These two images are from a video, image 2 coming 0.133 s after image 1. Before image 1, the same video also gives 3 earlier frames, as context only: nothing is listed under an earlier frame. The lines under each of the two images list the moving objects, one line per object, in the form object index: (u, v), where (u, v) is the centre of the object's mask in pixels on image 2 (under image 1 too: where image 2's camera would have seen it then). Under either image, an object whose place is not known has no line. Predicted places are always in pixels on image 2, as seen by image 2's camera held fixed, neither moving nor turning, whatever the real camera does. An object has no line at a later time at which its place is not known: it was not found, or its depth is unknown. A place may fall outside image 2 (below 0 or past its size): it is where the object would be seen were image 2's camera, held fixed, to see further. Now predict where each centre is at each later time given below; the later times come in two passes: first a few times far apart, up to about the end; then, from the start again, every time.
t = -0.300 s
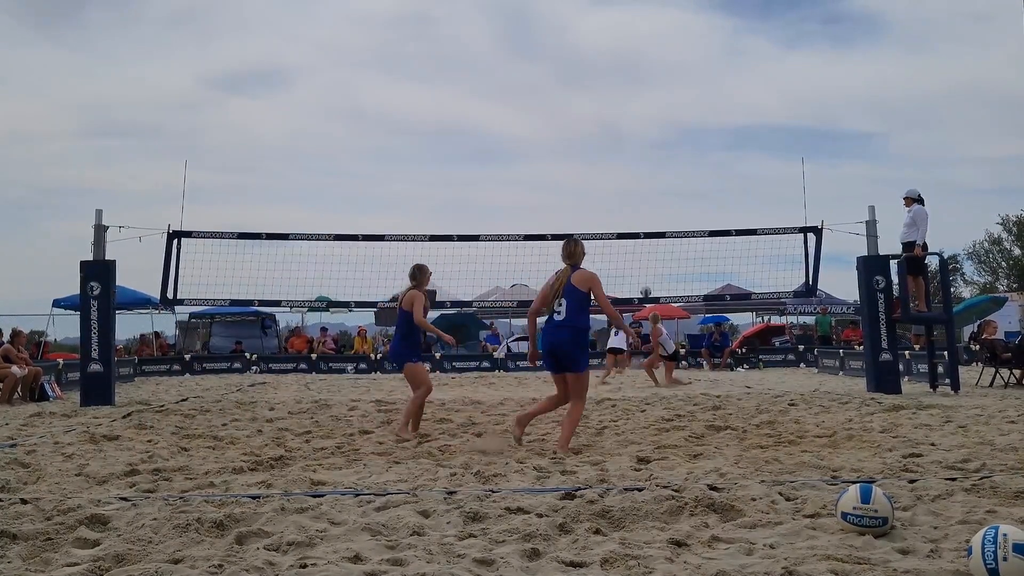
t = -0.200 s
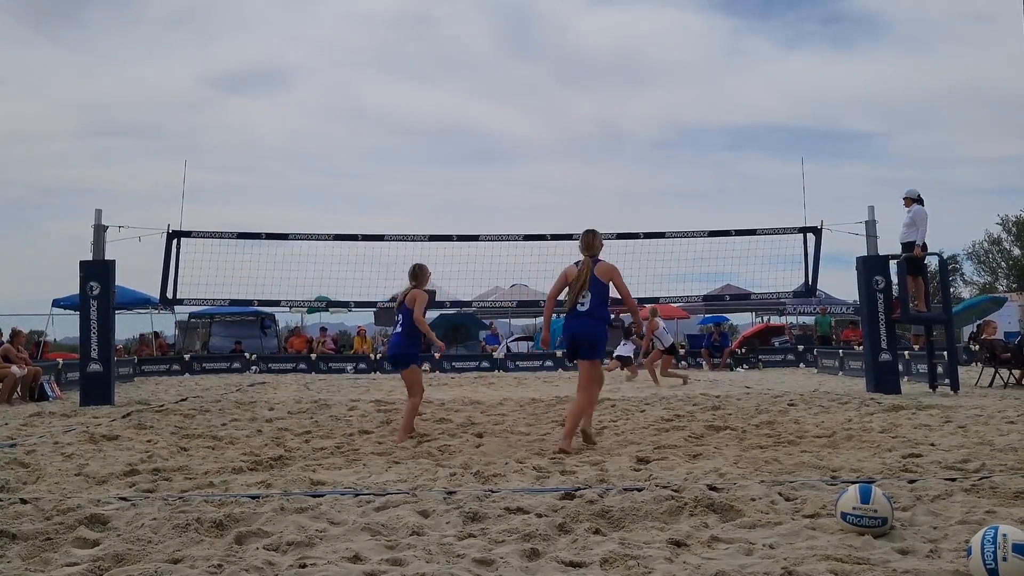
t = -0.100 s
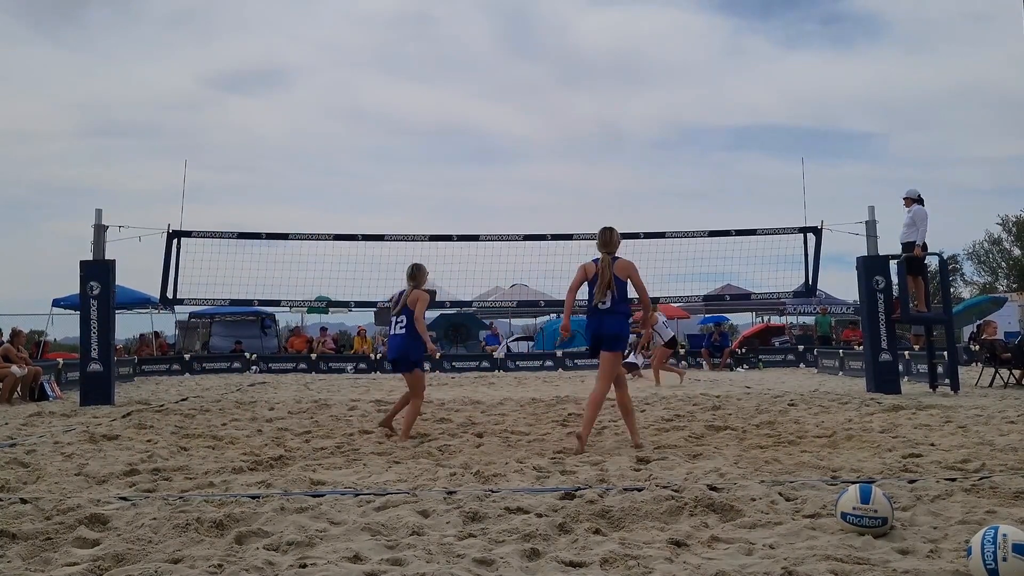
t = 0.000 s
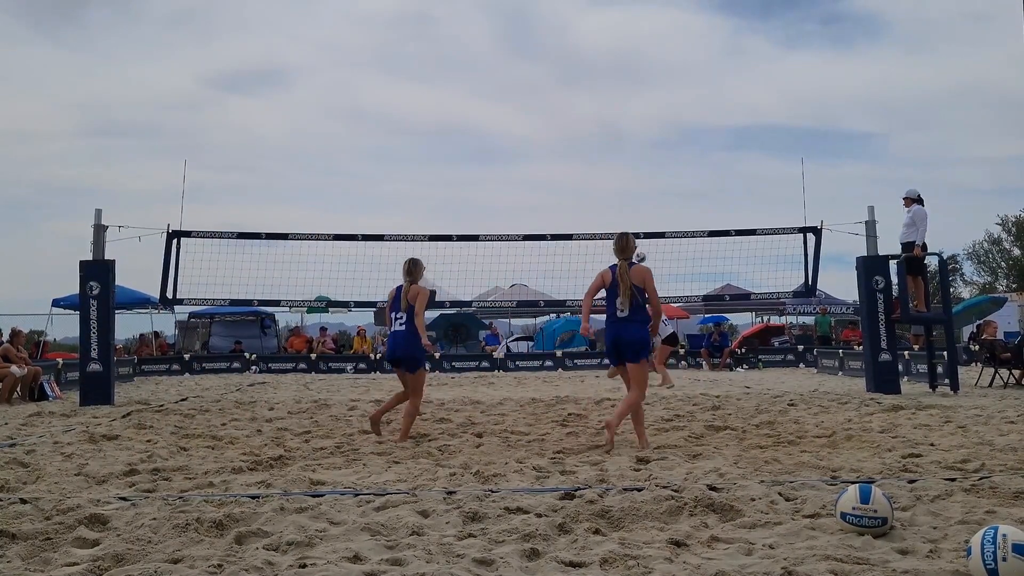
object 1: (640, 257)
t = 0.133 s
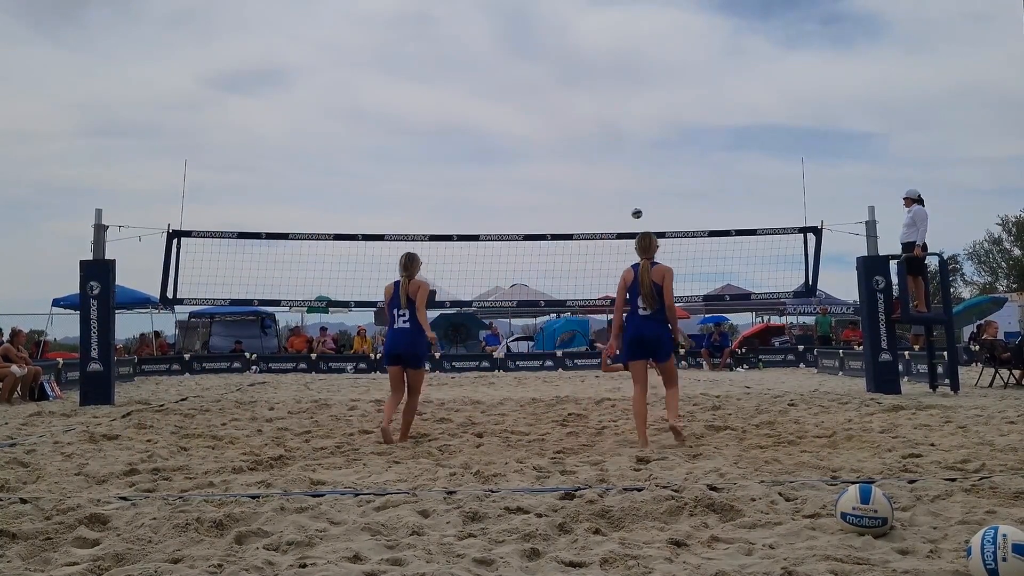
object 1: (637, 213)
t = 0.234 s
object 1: (634, 186)
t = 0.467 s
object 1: (629, 141)
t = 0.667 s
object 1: (626, 124)
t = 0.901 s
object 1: (623, 129)
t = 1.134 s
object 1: (622, 161)
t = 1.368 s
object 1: (621, 222)
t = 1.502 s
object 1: (622, 269)
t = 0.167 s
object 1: (636, 204)
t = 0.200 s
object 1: (635, 195)
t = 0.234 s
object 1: (634, 186)
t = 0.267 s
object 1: (633, 178)
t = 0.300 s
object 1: (632, 171)
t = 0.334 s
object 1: (632, 164)
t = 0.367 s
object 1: (631, 157)
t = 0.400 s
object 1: (630, 151)
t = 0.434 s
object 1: (630, 146)
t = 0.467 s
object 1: (629, 141)
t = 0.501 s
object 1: (629, 137)
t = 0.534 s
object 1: (628, 133)
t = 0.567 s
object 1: (628, 130)
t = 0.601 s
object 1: (627, 128)
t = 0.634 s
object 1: (627, 125)
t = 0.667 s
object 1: (626, 124)
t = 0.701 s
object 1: (626, 123)
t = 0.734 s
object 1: (625, 122)
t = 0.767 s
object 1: (625, 123)
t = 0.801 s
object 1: (625, 123)
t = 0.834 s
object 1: (624, 124)
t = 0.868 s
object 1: (624, 126)
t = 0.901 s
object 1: (623, 129)
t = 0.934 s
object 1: (623, 131)
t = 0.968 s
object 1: (623, 135)
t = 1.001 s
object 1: (623, 139)
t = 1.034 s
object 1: (622, 144)
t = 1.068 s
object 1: (622, 149)
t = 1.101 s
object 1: (622, 154)
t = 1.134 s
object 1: (622, 161)
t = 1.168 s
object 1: (622, 168)
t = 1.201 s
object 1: (622, 175)
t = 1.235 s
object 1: (622, 183)
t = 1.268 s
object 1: (622, 192)
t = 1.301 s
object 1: (621, 202)
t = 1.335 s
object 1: (621, 211)
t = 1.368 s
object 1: (621, 222)
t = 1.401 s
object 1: (621, 230)
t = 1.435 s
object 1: (621, 245)
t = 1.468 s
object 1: (622, 256)
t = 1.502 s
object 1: (622, 269)
